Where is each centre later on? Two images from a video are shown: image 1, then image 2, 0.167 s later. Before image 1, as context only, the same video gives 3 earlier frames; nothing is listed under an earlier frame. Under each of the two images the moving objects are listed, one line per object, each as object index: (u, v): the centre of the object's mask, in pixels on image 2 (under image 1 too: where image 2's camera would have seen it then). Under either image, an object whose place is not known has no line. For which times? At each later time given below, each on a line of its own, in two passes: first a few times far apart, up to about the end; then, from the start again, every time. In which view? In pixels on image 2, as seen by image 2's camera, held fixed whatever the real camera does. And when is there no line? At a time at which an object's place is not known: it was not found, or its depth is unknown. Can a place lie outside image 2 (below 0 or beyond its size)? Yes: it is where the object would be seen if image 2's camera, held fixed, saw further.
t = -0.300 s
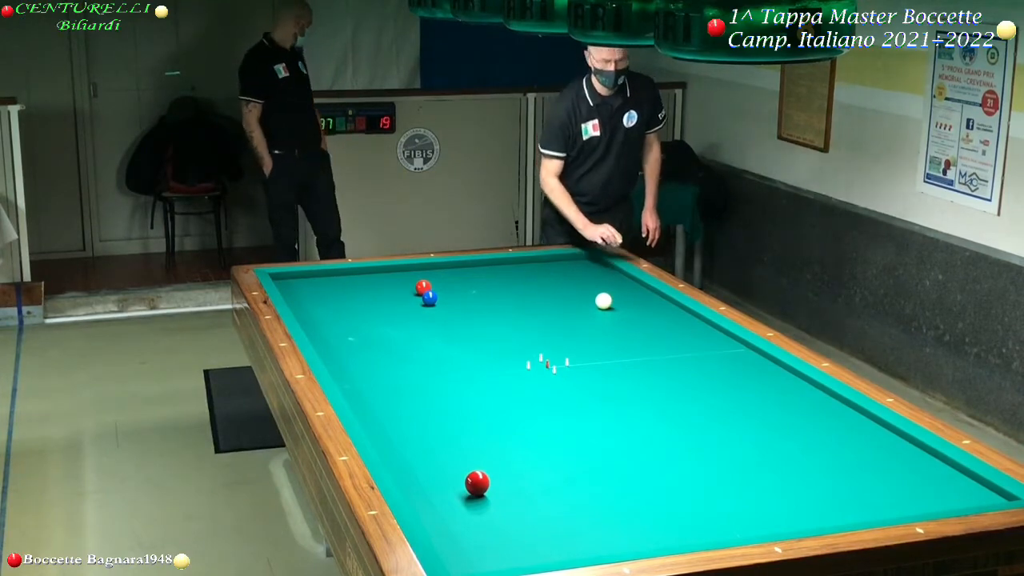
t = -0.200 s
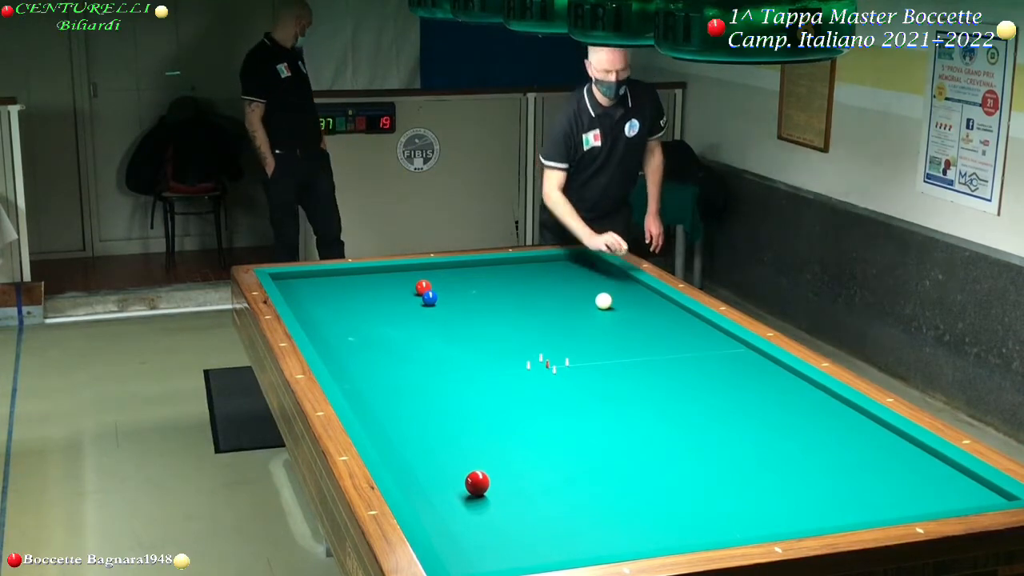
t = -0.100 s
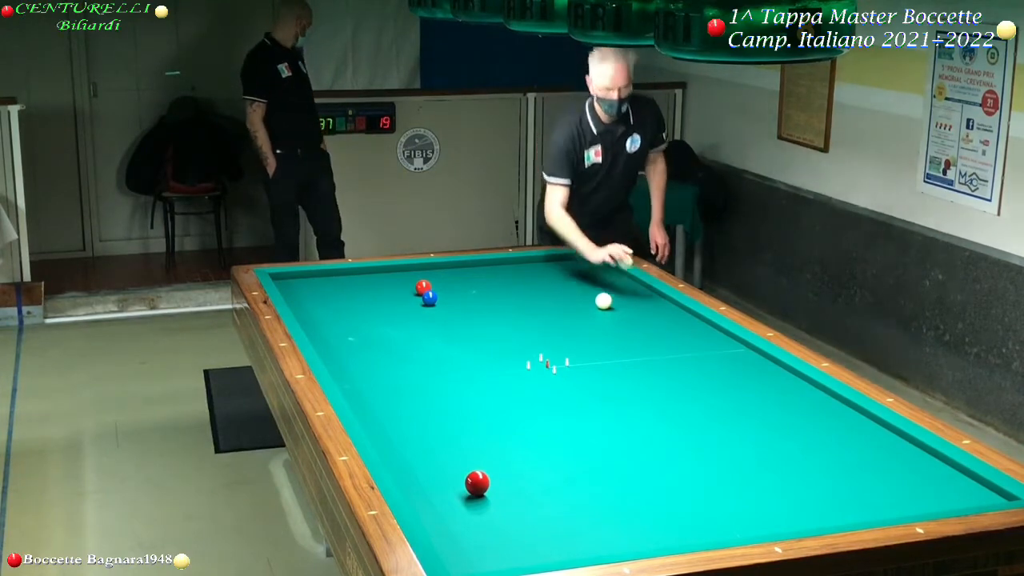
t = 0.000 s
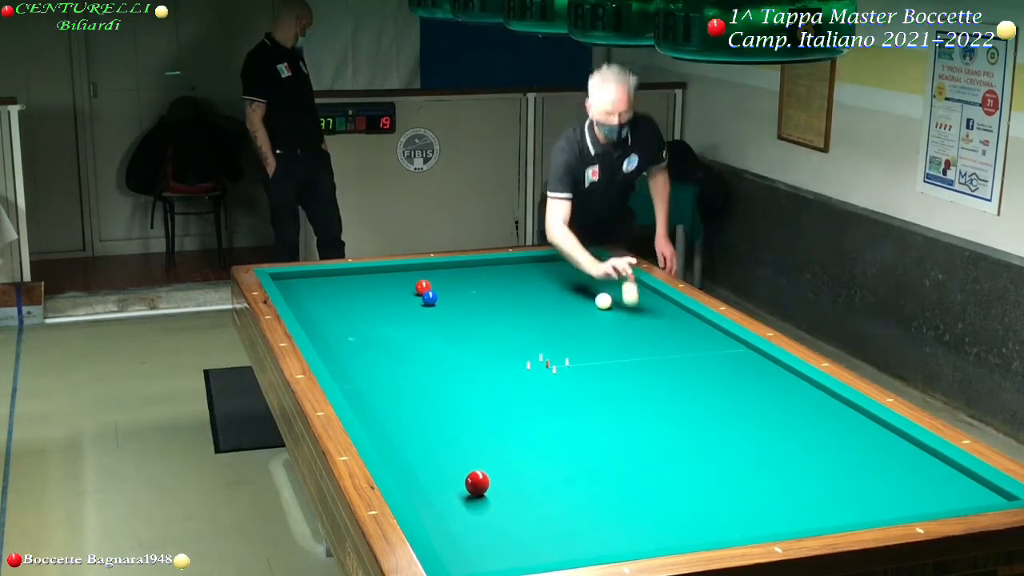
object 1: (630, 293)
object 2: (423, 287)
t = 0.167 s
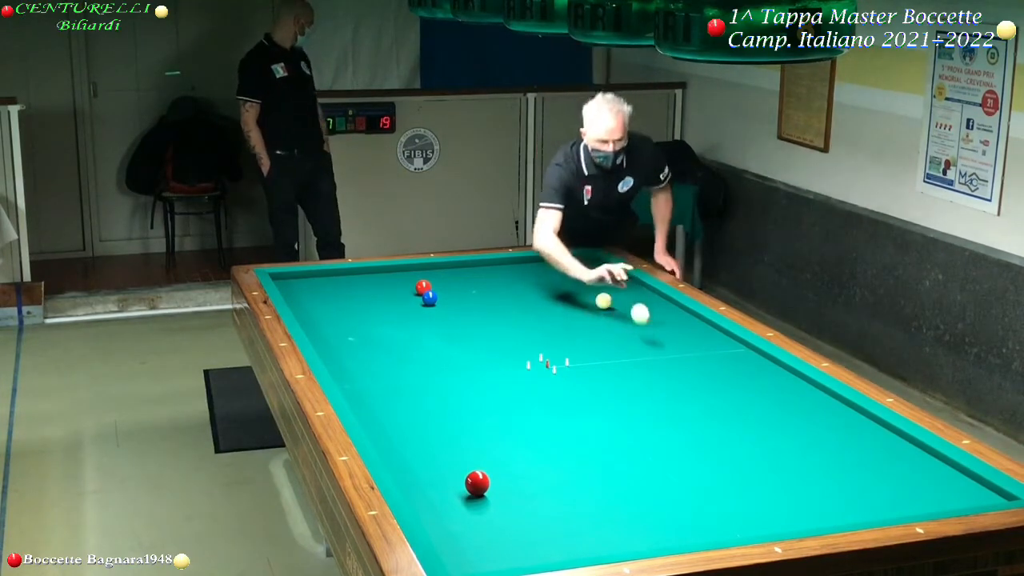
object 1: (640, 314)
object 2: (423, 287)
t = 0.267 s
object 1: (646, 347)
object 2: (423, 287)
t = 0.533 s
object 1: (665, 399)
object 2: (423, 287)
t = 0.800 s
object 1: (687, 466)
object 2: (423, 287)
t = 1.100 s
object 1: (694, 529)
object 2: (423, 287)
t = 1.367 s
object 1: (607, 483)
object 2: (423, 287)
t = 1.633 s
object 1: (543, 455)
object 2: (423, 287)
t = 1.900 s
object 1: (487, 431)
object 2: (423, 287)
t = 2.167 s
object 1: (436, 410)
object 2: (422, 287)
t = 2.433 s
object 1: (391, 390)
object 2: (423, 287)
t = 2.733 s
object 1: (344, 371)
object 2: (423, 287)
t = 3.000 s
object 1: (335, 353)
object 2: (422, 287)
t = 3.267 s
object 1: (337, 338)
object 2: (423, 287)
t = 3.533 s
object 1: (339, 323)
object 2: (423, 287)
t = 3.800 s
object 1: (341, 310)
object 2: (423, 287)
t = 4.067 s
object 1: (343, 298)
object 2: (423, 287)
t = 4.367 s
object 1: (345, 285)
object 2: (423, 287)
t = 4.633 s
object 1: (346, 275)
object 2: (423, 287)
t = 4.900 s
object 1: (356, 273)
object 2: (423, 287)
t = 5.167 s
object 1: (372, 277)
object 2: (423, 287)
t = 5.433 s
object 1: (388, 281)
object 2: (423, 287)
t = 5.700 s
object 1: (404, 285)
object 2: (423, 287)
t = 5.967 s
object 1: (409, 288)
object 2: (433, 287)
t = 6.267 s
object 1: (411, 290)
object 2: (446, 290)
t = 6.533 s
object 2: (458, 291)
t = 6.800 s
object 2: (469, 292)
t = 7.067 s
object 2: (479, 293)
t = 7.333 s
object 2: (488, 294)
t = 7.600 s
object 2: (497, 295)
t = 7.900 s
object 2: (507, 296)
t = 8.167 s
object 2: (514, 297)
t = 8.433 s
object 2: (522, 297)
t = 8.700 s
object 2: (528, 298)
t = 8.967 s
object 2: (533, 298)
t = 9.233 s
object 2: (538, 299)
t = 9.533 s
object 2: (543, 299)
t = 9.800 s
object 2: (546, 300)
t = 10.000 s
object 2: (548, 300)
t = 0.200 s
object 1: (642, 322)
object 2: (423, 287)
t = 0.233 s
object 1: (644, 334)
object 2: (423, 287)
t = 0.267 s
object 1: (646, 347)
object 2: (423, 287)
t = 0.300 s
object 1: (649, 350)
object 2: (423, 287)
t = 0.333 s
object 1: (651, 352)
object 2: (423, 287)
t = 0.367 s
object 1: (653, 358)
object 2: (423, 287)
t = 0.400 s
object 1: (656, 369)
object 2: (423, 287)
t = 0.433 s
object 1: (658, 380)
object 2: (423, 287)
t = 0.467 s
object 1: (661, 386)
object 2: (423, 287)
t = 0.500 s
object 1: (663, 392)
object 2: (423, 287)
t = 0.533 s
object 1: (665, 399)
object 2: (423, 287)
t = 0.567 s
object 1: (668, 410)
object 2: (422, 287)
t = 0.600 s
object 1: (671, 417)
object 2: (423, 287)
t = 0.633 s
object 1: (673, 424)
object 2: (423, 287)
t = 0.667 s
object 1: (676, 433)
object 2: (423, 287)
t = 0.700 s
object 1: (679, 441)
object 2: (423, 287)
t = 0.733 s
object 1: (682, 449)
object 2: (423, 287)
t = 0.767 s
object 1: (684, 458)
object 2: (423, 287)
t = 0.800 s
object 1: (687, 466)
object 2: (423, 287)
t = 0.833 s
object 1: (690, 474)
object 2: (423, 287)
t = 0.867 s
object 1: (693, 483)
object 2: (423, 287)
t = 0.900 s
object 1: (696, 492)
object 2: (423, 287)
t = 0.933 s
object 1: (699, 501)
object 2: (423, 287)
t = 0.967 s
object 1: (703, 511)
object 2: (422, 287)
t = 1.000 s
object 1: (706, 520)
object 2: (423, 287)
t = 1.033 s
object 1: (709, 529)
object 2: (423, 287)
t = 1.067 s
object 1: (706, 532)
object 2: (423, 287)
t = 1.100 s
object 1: (694, 529)
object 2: (423, 287)
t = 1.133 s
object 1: (682, 522)
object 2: (423, 287)
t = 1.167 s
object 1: (669, 516)
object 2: (423, 287)
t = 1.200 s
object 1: (658, 509)
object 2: (423, 287)
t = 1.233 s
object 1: (647, 503)
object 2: (423, 287)
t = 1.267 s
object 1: (636, 498)
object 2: (423, 287)
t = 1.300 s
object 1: (626, 493)
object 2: (423, 287)
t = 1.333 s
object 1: (617, 488)
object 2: (423, 287)
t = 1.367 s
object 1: (607, 483)
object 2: (423, 287)
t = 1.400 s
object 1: (599, 479)
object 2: (423, 287)
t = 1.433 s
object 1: (590, 476)
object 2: (423, 287)
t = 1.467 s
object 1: (582, 472)
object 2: (423, 287)
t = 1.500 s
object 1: (574, 468)
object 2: (423, 287)
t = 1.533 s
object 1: (566, 465)
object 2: (423, 287)
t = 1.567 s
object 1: (558, 462)
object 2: (423, 287)
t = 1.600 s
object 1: (551, 458)
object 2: (423, 287)
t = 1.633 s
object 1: (543, 455)
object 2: (423, 287)
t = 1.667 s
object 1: (536, 452)
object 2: (423, 287)
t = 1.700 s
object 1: (528, 449)
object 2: (423, 287)
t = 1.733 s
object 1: (522, 446)
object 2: (423, 287)
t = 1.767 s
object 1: (514, 443)
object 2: (423, 287)
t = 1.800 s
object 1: (507, 440)
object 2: (423, 287)
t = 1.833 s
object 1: (500, 437)
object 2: (423, 287)
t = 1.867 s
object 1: (493, 434)
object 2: (423, 287)
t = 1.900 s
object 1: (487, 431)
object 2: (423, 287)
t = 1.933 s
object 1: (480, 428)
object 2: (423, 287)
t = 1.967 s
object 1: (474, 426)
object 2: (423, 287)
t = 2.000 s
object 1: (467, 423)
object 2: (423, 287)
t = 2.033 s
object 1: (461, 420)
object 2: (423, 287)
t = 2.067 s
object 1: (455, 417)
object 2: (422, 287)
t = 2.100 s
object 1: (448, 415)
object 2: (422, 287)
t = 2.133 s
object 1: (442, 412)
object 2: (423, 287)
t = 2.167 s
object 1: (436, 410)
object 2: (422, 287)
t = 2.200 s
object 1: (430, 407)
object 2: (422, 287)
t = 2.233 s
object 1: (424, 405)
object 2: (422, 287)
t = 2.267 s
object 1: (418, 402)
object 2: (423, 287)
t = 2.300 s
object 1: (412, 400)
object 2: (423, 287)
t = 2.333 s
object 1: (407, 397)
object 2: (423, 287)
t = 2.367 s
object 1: (401, 395)
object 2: (423, 287)
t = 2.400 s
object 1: (396, 393)
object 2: (423, 287)
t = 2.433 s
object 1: (391, 390)
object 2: (423, 287)
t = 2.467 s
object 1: (385, 388)
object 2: (423, 287)
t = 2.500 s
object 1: (380, 386)
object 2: (423, 287)
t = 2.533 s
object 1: (374, 383)
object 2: (423, 287)
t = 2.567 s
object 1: (369, 381)
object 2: (423, 287)
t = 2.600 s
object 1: (364, 379)
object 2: (423, 287)
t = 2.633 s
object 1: (359, 377)
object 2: (423, 287)
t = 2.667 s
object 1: (354, 375)
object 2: (423, 287)
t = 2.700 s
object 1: (349, 373)
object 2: (423, 287)
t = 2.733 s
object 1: (344, 371)
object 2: (423, 287)
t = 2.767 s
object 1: (340, 368)
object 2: (423, 287)
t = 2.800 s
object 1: (335, 366)
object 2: (423, 287)
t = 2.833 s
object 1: (333, 364)
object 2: (423, 287)
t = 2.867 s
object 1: (334, 362)
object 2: (423, 287)
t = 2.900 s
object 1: (334, 360)
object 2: (423, 287)
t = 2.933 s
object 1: (334, 358)
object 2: (423, 287)
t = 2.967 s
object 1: (335, 355)
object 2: (422, 287)
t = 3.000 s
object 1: (335, 353)
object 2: (422, 287)
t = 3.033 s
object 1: (335, 351)
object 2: (423, 287)
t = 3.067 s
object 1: (335, 349)
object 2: (423, 287)
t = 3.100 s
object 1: (336, 347)
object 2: (423, 287)
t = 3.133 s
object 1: (336, 346)
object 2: (423, 287)
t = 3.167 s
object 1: (336, 343)
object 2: (423, 287)
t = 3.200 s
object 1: (336, 341)
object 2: (422, 287)
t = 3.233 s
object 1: (336, 340)
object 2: (423, 287)
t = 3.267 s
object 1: (337, 338)
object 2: (423, 287)
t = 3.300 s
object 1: (337, 336)
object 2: (422, 287)
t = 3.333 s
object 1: (337, 334)
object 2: (423, 287)
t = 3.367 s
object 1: (338, 332)
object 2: (423, 287)
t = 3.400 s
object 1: (338, 330)
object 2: (423, 287)
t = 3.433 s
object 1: (338, 328)
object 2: (423, 287)
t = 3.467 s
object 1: (339, 327)
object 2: (423, 287)
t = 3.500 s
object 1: (339, 325)
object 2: (423, 287)
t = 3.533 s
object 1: (339, 323)
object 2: (423, 287)
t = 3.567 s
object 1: (339, 322)
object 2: (423, 287)
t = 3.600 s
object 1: (340, 320)
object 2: (423, 287)
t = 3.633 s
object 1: (340, 318)
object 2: (422, 287)
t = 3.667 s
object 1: (340, 316)
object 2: (423, 287)
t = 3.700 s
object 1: (341, 315)
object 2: (423, 287)
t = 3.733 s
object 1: (341, 313)
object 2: (423, 287)
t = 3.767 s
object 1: (341, 311)
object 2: (423, 287)
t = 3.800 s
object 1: (341, 310)
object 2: (423, 287)
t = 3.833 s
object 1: (341, 308)
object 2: (423, 287)
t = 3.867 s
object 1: (342, 307)
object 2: (423, 287)
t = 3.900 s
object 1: (342, 305)
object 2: (423, 287)
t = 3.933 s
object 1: (342, 304)
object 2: (423, 287)
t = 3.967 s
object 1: (342, 302)
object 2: (423, 287)
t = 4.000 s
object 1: (343, 301)
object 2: (423, 287)
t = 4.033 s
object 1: (343, 299)
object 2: (423, 287)
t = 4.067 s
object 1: (343, 298)
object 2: (423, 287)
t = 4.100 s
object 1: (343, 296)
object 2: (423, 287)
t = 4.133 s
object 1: (343, 295)
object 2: (423, 287)
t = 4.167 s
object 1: (344, 293)
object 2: (423, 287)
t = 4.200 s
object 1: (344, 292)
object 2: (423, 287)
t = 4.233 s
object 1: (344, 291)
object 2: (423, 287)
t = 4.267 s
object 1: (344, 289)
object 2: (423, 287)
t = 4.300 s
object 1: (344, 288)
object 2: (423, 287)
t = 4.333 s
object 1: (345, 287)
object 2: (423, 287)
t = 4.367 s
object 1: (345, 285)
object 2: (423, 287)
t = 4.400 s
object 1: (345, 284)
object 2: (423, 287)
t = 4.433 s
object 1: (345, 283)
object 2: (423, 287)
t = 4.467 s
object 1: (345, 281)
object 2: (423, 287)
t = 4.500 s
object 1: (346, 280)
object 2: (423, 287)
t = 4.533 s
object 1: (346, 279)
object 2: (423, 287)
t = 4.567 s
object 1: (346, 278)
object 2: (423, 287)
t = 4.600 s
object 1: (346, 276)
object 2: (423, 287)
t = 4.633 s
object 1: (346, 275)
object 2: (423, 287)
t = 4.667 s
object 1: (346, 274)
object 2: (423, 287)
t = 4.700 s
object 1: (347, 273)
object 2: (423, 287)
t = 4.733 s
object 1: (347, 272)
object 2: (423, 287)
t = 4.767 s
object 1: (347, 271)
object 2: (423, 287)
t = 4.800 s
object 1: (349, 271)
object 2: (423, 287)
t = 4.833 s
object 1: (352, 272)
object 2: (423, 287)
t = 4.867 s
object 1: (354, 273)
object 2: (423, 287)
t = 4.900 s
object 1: (356, 273)
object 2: (423, 287)
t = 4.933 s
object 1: (358, 274)
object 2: (423, 287)
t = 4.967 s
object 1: (360, 274)
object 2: (423, 287)
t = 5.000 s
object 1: (362, 275)
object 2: (423, 287)
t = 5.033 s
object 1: (364, 275)
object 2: (423, 287)
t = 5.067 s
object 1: (366, 276)
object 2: (423, 287)
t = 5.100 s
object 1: (368, 276)
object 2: (423, 287)
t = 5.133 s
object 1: (370, 277)
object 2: (423, 287)
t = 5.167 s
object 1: (372, 277)
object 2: (423, 287)
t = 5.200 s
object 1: (374, 278)
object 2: (423, 287)
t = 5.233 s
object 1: (376, 278)
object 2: (423, 287)
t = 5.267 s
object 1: (378, 279)
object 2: (423, 287)
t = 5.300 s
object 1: (380, 279)
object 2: (423, 287)
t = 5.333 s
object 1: (382, 280)
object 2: (423, 287)
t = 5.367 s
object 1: (384, 280)
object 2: (423, 287)
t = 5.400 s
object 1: (386, 281)
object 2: (423, 287)
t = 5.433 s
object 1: (388, 281)
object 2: (423, 287)
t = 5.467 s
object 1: (390, 281)
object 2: (423, 287)
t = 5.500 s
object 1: (392, 282)
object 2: (423, 287)
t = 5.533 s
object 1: (394, 283)
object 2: (423, 287)
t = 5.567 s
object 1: (396, 283)
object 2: (423, 287)
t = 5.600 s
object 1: (398, 283)
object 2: (423, 287)
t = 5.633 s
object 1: (400, 284)
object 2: (423, 287)
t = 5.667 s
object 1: (402, 284)
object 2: (423, 287)
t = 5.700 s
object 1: (404, 285)
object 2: (423, 287)
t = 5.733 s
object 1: (405, 285)
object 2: (423, 287)
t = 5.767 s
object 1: (407, 286)
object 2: (423, 287)
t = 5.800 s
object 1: (408, 286)
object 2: (424, 287)
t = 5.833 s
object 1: (408, 286)
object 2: (425, 286)
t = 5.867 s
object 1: (408, 287)
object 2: (427, 286)
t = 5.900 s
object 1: (408, 287)
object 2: (430, 286)
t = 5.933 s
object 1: (409, 287)
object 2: (431, 286)
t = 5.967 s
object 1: (409, 288)
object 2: (433, 287)
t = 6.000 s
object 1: (409, 288)
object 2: (435, 287)
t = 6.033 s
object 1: (409, 288)
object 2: (437, 287)
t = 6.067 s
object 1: (409, 288)
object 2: (438, 288)
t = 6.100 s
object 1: (410, 289)
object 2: (440, 288)
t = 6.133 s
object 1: (410, 289)
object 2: (441, 288)
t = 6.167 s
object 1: (410, 289)
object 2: (442, 289)
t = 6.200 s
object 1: (410, 289)
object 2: (443, 289)
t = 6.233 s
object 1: (411, 290)
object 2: (445, 290)
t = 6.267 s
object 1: (411, 290)
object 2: (446, 290)
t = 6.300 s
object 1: (411, 290)
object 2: (448, 290)
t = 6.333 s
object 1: (411, 290)
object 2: (449, 290)
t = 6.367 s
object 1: (411, 291)
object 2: (451, 290)
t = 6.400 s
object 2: (452, 290)
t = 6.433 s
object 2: (454, 290)
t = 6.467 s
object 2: (455, 290)
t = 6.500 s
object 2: (456, 291)
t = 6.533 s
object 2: (458, 291)
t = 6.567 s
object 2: (459, 291)
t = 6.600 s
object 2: (461, 291)
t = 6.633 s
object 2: (462, 291)
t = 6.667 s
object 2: (463, 291)
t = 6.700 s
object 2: (465, 292)
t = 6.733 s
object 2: (466, 292)
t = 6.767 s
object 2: (467, 292)
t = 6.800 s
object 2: (469, 292)
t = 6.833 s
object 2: (470, 292)
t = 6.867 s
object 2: (471, 292)
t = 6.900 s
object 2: (473, 292)
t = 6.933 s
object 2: (474, 293)
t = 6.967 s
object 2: (475, 293)
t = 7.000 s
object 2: (476, 293)
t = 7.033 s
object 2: (478, 293)
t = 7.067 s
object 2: (479, 293)
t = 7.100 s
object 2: (480, 293)
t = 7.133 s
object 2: (481, 293)
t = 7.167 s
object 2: (483, 293)
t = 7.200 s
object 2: (484, 293)
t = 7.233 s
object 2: (485, 294)
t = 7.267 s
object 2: (486, 294)
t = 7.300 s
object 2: (487, 294)
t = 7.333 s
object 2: (488, 294)
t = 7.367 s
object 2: (490, 294)
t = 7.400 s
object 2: (491, 294)
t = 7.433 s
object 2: (492, 294)
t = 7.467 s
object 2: (493, 294)
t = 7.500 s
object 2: (494, 295)
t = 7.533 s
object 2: (495, 295)
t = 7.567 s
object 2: (497, 295)
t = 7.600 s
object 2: (497, 295)
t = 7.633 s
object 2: (499, 295)
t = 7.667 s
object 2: (500, 295)
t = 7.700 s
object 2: (501, 295)
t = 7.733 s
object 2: (502, 295)
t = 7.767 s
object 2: (503, 295)
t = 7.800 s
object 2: (504, 296)
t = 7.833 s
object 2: (505, 296)
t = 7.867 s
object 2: (506, 296)
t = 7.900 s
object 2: (507, 296)
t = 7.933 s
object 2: (508, 296)
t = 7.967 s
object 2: (509, 296)
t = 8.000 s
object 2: (510, 296)
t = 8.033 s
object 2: (511, 296)
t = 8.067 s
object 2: (512, 296)
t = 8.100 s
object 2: (513, 296)
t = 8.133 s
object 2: (513, 296)
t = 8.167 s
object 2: (514, 297)
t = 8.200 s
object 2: (515, 296)
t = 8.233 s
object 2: (516, 297)
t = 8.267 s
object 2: (517, 297)
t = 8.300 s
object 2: (518, 297)
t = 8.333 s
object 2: (519, 297)
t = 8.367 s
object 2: (520, 297)
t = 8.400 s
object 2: (521, 297)
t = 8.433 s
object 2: (522, 297)
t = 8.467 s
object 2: (522, 297)
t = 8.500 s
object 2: (523, 297)
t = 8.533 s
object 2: (524, 298)
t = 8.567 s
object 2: (525, 297)
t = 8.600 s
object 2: (525, 298)
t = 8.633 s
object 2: (526, 298)
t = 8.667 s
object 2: (527, 298)
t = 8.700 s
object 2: (528, 298)
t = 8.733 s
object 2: (529, 298)
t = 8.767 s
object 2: (529, 298)
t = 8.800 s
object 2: (530, 298)
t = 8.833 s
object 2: (530, 298)
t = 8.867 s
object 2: (531, 298)
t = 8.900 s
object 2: (532, 298)
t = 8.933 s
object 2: (533, 298)
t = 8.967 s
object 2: (533, 298)
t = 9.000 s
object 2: (534, 298)
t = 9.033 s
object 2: (535, 299)
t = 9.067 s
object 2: (535, 299)
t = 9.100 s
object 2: (536, 299)
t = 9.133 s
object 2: (536, 299)
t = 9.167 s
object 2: (537, 299)
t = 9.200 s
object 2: (537, 299)
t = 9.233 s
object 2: (538, 299)
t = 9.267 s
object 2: (539, 299)
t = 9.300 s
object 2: (539, 299)
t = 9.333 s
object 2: (540, 299)
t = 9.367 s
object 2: (540, 299)
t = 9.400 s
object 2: (541, 299)
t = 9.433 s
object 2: (541, 300)
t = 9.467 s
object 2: (542, 299)
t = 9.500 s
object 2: (542, 300)
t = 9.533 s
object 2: (543, 299)
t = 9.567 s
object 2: (543, 300)
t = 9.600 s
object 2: (544, 300)
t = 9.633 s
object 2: (544, 299)
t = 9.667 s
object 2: (544, 300)
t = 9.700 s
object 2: (545, 300)
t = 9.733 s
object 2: (545, 300)
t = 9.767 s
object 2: (546, 300)
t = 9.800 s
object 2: (546, 300)
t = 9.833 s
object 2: (546, 300)
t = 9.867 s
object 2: (547, 300)
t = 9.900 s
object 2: (547, 300)
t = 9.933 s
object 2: (548, 300)
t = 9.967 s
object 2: (548, 300)
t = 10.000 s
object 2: (548, 300)
